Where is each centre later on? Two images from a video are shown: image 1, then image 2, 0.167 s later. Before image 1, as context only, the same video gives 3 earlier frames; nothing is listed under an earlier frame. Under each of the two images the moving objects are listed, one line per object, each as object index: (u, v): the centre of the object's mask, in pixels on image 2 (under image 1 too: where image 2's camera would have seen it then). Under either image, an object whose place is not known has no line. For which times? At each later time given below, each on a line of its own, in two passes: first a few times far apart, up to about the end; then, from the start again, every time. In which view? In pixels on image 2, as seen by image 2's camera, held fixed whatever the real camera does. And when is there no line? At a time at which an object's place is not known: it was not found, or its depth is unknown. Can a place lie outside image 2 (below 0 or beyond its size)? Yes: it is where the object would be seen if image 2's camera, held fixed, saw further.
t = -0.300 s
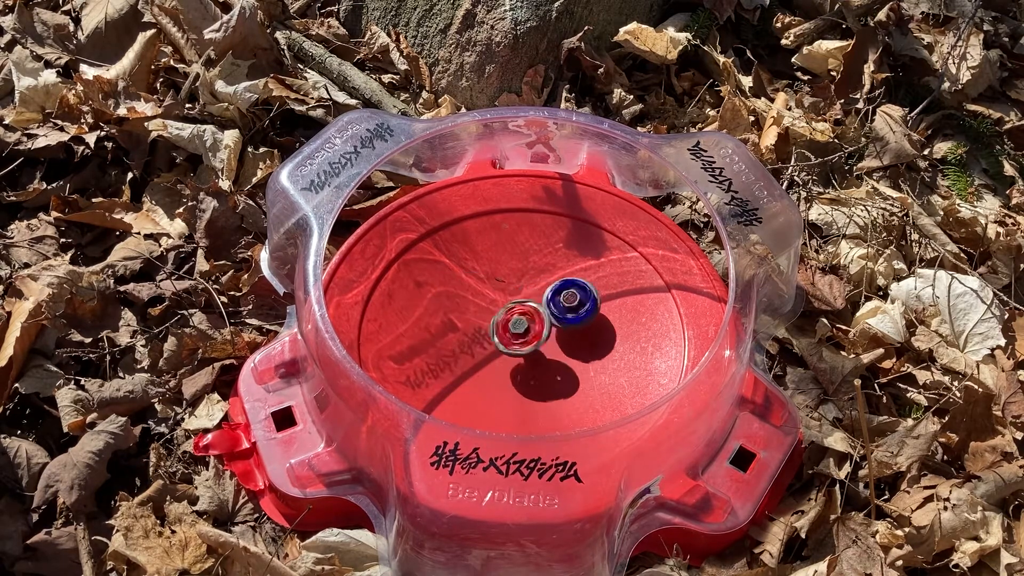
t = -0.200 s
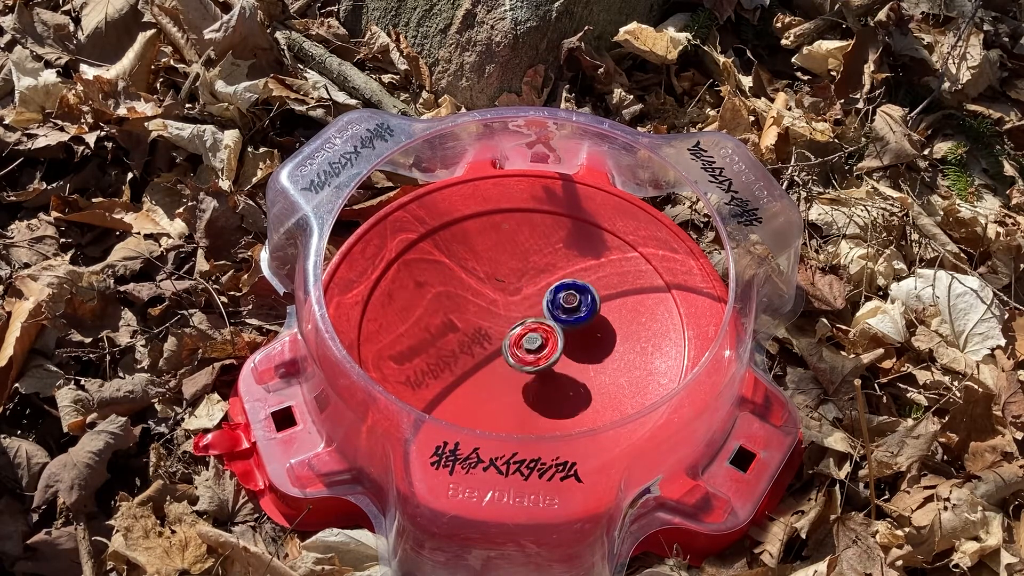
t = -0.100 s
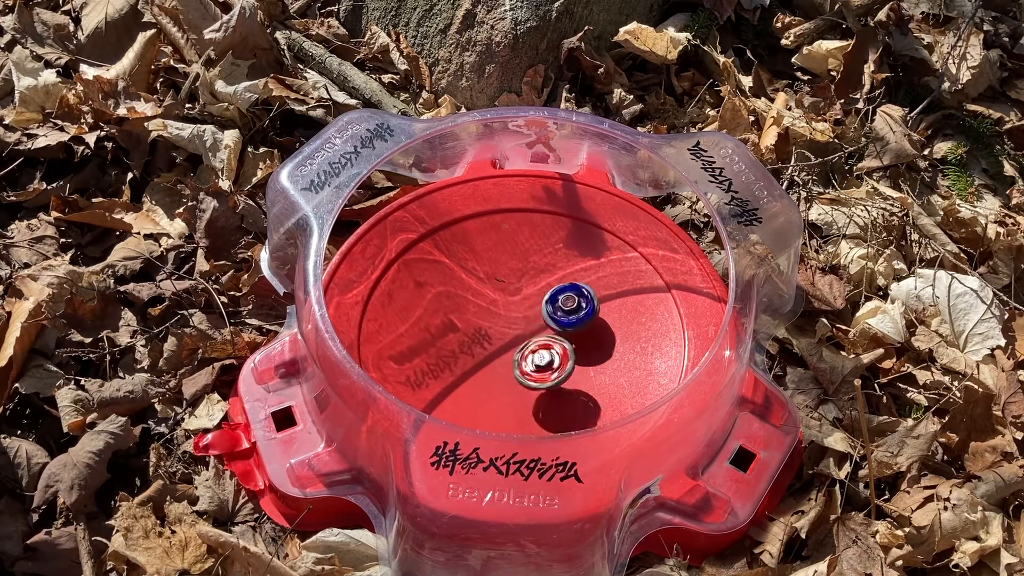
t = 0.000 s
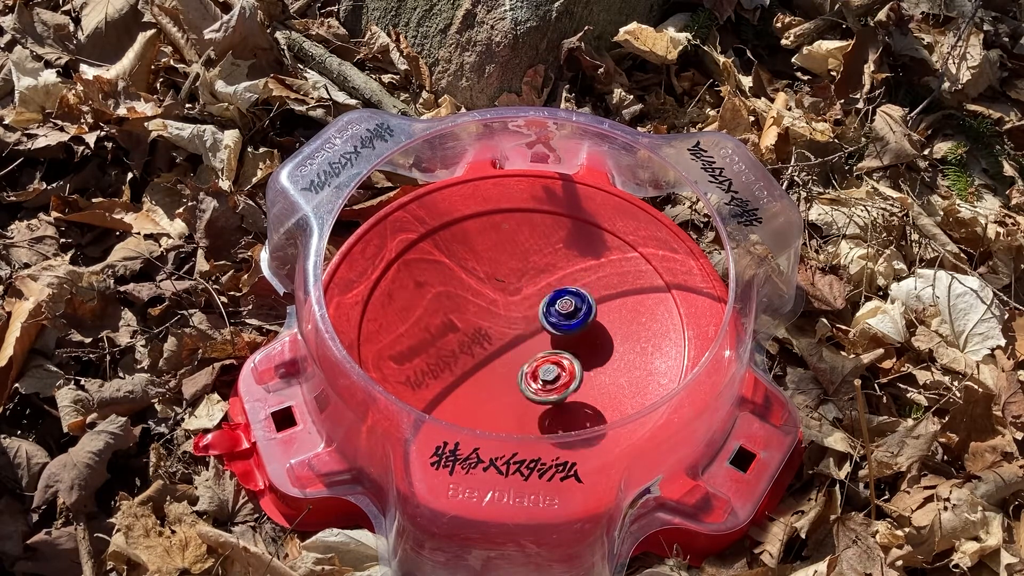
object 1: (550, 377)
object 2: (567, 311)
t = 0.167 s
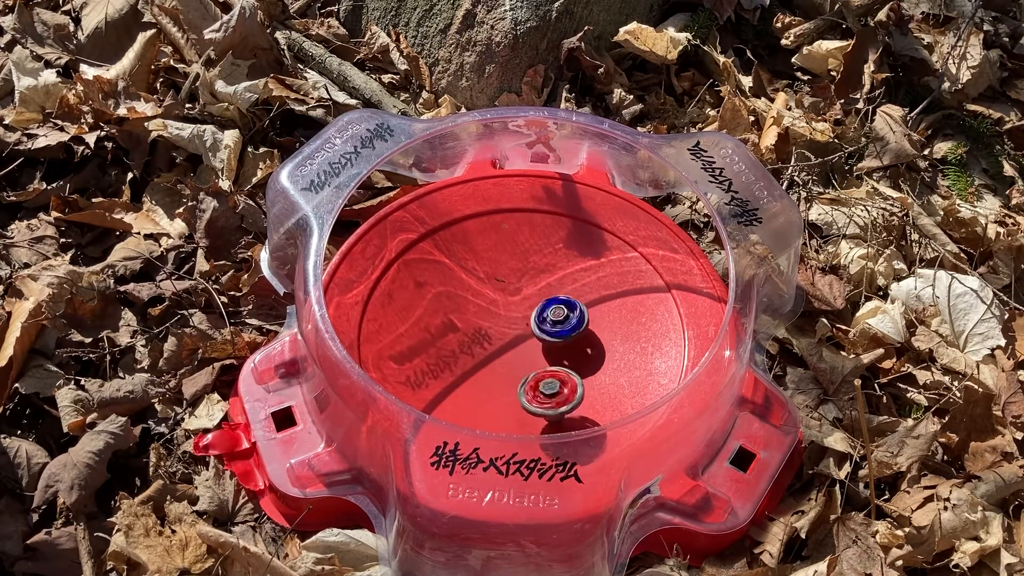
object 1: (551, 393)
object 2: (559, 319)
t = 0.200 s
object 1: (550, 394)
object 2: (557, 321)
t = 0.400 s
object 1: (536, 385)
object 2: (540, 332)
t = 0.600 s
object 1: (511, 374)
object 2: (520, 335)
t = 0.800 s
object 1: (484, 385)
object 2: (508, 320)
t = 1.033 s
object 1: (478, 361)
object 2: (495, 319)
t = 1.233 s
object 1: (491, 343)
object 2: (494, 305)
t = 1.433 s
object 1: (520, 330)
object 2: (487, 301)
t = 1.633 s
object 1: (552, 322)
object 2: (496, 301)
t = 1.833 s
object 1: (571, 323)
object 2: (504, 305)
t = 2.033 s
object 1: (567, 329)
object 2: (511, 311)
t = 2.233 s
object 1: (554, 346)
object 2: (511, 319)
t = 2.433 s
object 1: (541, 368)
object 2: (504, 315)
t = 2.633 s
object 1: (520, 373)
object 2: (497, 321)
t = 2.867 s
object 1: (505, 372)
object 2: (491, 306)
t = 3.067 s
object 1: (511, 363)
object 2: (487, 301)
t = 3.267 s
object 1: (523, 341)
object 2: (485, 301)
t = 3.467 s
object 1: (539, 322)
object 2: (488, 303)
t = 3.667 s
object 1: (555, 309)
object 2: (496, 311)
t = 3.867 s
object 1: (558, 307)
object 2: (503, 323)
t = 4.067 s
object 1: (574, 314)
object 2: (484, 343)
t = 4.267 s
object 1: (562, 330)
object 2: (480, 352)
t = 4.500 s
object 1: (540, 340)
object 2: (476, 353)
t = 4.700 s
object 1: (527, 333)
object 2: (472, 353)
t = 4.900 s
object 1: (512, 319)
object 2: (471, 351)
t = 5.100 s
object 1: (514, 306)
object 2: (473, 348)
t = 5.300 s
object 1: (540, 294)
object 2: (491, 345)
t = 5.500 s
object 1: (559, 299)
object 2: (513, 344)
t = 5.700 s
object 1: (579, 306)
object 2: (514, 350)
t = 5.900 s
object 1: (587, 317)
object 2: (492, 352)
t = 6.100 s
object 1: (590, 326)
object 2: (471, 340)
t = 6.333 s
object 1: (557, 331)
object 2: (472, 340)
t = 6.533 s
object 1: (524, 320)
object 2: (473, 340)
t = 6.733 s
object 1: (516, 296)
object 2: (473, 344)
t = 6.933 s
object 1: (532, 276)
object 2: (473, 346)
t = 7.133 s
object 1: (551, 284)
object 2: (475, 344)
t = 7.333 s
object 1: (544, 315)
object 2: (478, 344)
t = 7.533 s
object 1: (544, 350)
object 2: (469, 350)
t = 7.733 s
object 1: (530, 358)
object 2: (470, 347)
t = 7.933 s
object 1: (531, 354)
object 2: (472, 345)
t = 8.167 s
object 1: (534, 338)
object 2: (482, 345)
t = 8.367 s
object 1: (577, 343)
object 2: (492, 341)
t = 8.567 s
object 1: (606, 342)
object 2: (498, 347)
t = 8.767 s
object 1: (595, 353)
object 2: (500, 351)
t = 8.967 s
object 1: (552, 339)
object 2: (500, 350)
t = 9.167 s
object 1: (530, 307)
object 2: (489, 351)
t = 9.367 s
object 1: (532, 286)
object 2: (486, 349)
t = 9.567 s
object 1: (544, 288)
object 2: (488, 345)
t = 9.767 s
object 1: (549, 302)
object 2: (490, 346)
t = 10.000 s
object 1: (545, 316)
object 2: (491, 349)
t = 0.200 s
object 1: (550, 394)
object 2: (557, 321)
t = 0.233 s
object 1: (548, 394)
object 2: (555, 323)
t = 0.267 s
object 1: (546, 394)
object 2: (552, 325)
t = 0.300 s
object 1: (544, 393)
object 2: (549, 327)
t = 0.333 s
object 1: (542, 391)
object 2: (546, 329)
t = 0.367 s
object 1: (539, 389)
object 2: (543, 331)
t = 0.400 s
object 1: (536, 385)
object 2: (540, 332)
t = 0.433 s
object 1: (534, 381)
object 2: (537, 335)
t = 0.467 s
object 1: (531, 377)
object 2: (533, 335)
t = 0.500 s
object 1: (526, 374)
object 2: (530, 332)
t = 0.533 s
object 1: (520, 377)
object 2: (527, 333)
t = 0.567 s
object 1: (515, 377)
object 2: (524, 335)
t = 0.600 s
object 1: (511, 374)
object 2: (520, 335)
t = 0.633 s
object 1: (504, 377)
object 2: (518, 330)
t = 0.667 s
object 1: (498, 384)
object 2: (517, 324)
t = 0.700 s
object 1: (495, 386)
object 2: (515, 322)
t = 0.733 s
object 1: (491, 386)
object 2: (513, 320)
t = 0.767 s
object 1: (487, 386)
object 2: (510, 320)
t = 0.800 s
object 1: (484, 385)
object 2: (508, 320)
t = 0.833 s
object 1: (481, 383)
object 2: (505, 320)
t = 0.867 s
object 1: (479, 381)
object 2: (502, 320)
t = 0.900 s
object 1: (477, 378)
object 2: (500, 320)
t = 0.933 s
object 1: (476, 374)
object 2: (499, 320)
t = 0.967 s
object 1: (476, 370)
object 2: (498, 320)
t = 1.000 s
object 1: (477, 366)
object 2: (496, 320)
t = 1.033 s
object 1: (478, 361)
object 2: (495, 319)
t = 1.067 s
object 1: (479, 356)
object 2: (495, 317)
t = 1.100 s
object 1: (480, 355)
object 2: (495, 314)
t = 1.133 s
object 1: (481, 352)
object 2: (496, 311)
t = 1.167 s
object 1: (483, 349)
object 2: (496, 310)
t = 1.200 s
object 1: (487, 346)
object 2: (495, 307)
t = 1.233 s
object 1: (491, 343)
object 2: (494, 305)
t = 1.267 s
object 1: (495, 341)
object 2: (492, 303)
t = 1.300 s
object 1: (499, 338)
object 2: (491, 302)
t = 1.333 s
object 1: (504, 337)
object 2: (489, 300)
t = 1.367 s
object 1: (509, 336)
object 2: (488, 301)
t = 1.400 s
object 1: (514, 332)
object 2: (487, 301)
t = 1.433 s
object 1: (520, 330)
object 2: (487, 301)
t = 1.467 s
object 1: (526, 328)
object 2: (488, 301)
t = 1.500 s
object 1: (532, 326)
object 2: (489, 301)
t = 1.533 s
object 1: (537, 325)
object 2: (491, 301)
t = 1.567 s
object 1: (542, 324)
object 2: (493, 301)
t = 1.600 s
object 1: (547, 323)
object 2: (495, 301)
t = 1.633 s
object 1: (552, 322)
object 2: (496, 301)
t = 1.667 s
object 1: (556, 322)
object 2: (497, 302)
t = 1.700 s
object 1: (560, 322)
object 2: (499, 302)
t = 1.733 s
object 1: (564, 322)
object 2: (500, 302)
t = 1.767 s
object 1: (567, 322)
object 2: (501, 303)
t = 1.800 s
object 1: (569, 323)
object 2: (502, 304)
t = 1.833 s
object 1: (571, 323)
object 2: (504, 305)
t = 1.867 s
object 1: (572, 324)
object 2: (505, 306)
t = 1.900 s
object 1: (572, 325)
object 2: (506, 306)
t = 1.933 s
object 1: (572, 325)
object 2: (507, 307)
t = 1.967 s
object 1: (571, 326)
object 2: (509, 309)
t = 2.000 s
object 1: (570, 328)
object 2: (510, 310)
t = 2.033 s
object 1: (567, 329)
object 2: (511, 311)
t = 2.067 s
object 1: (565, 332)
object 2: (512, 313)
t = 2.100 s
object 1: (562, 333)
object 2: (513, 314)
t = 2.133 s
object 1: (561, 337)
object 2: (512, 315)
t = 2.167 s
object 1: (559, 341)
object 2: (512, 315)
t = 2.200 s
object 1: (556, 344)
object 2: (511, 317)
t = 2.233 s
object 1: (554, 346)
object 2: (511, 319)
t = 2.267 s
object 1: (551, 348)
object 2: (511, 320)
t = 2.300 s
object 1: (547, 350)
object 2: (511, 321)
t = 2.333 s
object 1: (548, 357)
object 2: (508, 317)
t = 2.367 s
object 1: (545, 362)
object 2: (506, 314)
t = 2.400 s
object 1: (543, 365)
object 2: (505, 314)
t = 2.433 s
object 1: (541, 368)
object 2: (504, 315)
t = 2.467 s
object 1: (538, 370)
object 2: (502, 316)
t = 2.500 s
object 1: (535, 372)
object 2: (501, 317)
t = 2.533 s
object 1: (531, 373)
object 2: (500, 318)
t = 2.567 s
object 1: (528, 374)
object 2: (499, 319)
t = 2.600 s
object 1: (524, 374)
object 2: (498, 320)
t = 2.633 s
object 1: (520, 373)
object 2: (497, 321)
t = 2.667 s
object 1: (516, 372)
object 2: (496, 321)
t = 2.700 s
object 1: (513, 369)
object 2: (495, 322)
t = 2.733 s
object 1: (511, 367)
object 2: (494, 323)
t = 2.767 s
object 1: (508, 364)
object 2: (493, 323)
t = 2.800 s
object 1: (507, 362)
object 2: (492, 322)
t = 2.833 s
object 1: (506, 369)
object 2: (491, 313)
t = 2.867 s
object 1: (505, 372)
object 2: (491, 306)
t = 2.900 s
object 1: (504, 371)
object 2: (491, 303)
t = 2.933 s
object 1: (506, 370)
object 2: (490, 303)
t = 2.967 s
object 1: (507, 369)
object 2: (489, 302)
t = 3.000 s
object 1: (508, 368)
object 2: (488, 302)
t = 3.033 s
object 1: (509, 365)
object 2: (487, 301)
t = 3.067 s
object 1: (511, 363)
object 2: (487, 301)
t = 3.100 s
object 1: (512, 359)
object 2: (486, 301)
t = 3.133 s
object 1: (514, 356)
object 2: (485, 301)
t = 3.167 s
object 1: (516, 352)
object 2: (485, 301)
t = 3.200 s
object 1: (518, 349)
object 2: (485, 301)
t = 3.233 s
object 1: (520, 345)
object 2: (485, 301)
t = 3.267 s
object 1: (523, 341)
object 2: (485, 301)
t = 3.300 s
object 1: (525, 338)
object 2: (485, 301)
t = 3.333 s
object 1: (528, 334)
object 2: (485, 301)
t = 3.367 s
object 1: (530, 331)
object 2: (486, 301)
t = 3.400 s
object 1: (533, 328)
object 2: (486, 302)
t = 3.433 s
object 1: (536, 325)
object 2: (487, 302)
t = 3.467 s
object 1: (539, 322)
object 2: (488, 303)
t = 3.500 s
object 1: (542, 320)
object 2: (489, 305)
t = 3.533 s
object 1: (545, 318)
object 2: (491, 305)
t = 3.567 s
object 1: (547, 315)
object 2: (492, 307)
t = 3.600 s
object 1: (550, 313)
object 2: (493, 308)
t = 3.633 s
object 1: (553, 311)
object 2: (495, 310)
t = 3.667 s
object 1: (555, 309)
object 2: (496, 311)
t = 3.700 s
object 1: (557, 308)
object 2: (498, 313)
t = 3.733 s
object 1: (558, 307)
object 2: (499, 315)
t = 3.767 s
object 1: (559, 306)
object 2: (500, 317)
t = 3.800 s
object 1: (560, 306)
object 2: (501, 319)
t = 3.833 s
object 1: (559, 307)
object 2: (502, 321)
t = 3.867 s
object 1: (558, 307)
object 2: (503, 323)
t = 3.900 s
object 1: (562, 308)
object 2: (499, 325)
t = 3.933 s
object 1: (569, 309)
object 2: (491, 328)
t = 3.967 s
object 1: (571, 310)
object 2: (487, 333)
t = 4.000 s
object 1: (573, 311)
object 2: (486, 337)
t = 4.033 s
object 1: (574, 312)
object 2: (485, 340)
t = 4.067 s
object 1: (574, 314)
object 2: (484, 343)
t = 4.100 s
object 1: (574, 317)
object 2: (483, 346)
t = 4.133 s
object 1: (573, 319)
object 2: (482, 348)
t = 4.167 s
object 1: (571, 322)
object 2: (481, 350)
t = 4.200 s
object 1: (569, 325)
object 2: (481, 351)
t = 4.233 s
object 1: (565, 327)
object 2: (481, 352)
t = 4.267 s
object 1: (562, 330)
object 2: (480, 352)
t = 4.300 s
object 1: (558, 332)
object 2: (480, 352)
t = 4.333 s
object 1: (554, 334)
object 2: (480, 353)
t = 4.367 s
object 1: (550, 336)
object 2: (481, 353)
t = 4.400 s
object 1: (545, 338)
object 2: (481, 353)
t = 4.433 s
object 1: (540, 339)
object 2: (480, 354)
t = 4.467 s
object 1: (537, 339)
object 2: (479, 353)
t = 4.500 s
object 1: (540, 340)
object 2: (476, 353)
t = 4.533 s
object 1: (541, 341)
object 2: (476, 353)
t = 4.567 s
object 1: (540, 341)
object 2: (475, 353)
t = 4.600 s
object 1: (536, 339)
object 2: (474, 354)
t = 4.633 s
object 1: (533, 337)
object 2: (473, 354)
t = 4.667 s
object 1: (530, 335)
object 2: (473, 353)
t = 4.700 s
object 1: (527, 333)
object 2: (472, 353)
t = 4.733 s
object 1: (524, 331)
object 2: (472, 353)
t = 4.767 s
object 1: (521, 329)
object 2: (471, 353)
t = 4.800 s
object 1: (519, 327)
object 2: (471, 352)
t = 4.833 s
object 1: (516, 324)
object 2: (471, 352)
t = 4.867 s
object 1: (514, 322)
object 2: (471, 351)
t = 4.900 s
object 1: (512, 319)
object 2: (471, 351)
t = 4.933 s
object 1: (510, 317)
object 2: (472, 350)
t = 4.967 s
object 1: (508, 315)
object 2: (473, 350)
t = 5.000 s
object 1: (507, 313)
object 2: (473, 349)
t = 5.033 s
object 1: (506, 311)
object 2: (474, 349)
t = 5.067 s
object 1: (509, 307)
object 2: (474, 348)
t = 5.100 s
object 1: (514, 306)
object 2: (473, 348)
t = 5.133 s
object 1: (520, 301)
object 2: (474, 348)
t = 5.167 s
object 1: (526, 299)
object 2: (477, 349)
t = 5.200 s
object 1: (531, 298)
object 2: (481, 348)
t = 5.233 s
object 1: (533, 296)
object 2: (484, 347)
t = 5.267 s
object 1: (536, 295)
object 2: (488, 346)
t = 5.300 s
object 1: (540, 294)
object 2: (491, 345)
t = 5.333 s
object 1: (543, 294)
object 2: (495, 345)
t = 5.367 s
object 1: (545, 294)
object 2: (499, 344)
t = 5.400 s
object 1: (549, 296)
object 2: (503, 344)
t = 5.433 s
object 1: (551, 298)
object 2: (507, 344)
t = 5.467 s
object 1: (554, 299)
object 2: (512, 343)
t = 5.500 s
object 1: (559, 299)
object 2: (513, 344)
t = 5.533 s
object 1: (567, 298)
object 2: (513, 348)
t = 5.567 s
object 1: (573, 297)
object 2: (513, 349)
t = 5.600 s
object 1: (576, 299)
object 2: (513, 350)
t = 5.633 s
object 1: (578, 301)
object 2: (513, 350)
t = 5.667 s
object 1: (579, 303)
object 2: (514, 350)
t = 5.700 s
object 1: (579, 306)
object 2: (514, 350)
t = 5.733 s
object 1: (577, 308)
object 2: (514, 350)
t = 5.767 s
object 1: (576, 311)
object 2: (514, 350)
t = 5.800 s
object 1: (573, 315)
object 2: (514, 350)
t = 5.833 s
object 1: (570, 318)
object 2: (514, 350)
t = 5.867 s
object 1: (572, 319)
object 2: (509, 350)
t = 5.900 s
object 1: (587, 317)
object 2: (492, 352)
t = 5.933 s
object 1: (595, 318)
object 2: (480, 352)
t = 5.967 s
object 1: (597, 320)
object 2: (474, 348)
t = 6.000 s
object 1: (597, 321)
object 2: (472, 343)
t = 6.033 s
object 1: (596, 323)
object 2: (471, 341)
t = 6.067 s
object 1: (594, 324)
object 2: (471, 340)
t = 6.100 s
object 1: (590, 326)
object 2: (471, 340)
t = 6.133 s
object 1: (587, 327)
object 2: (472, 340)
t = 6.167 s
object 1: (583, 328)
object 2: (472, 340)
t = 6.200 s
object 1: (579, 330)
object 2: (472, 340)
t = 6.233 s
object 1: (574, 330)
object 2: (472, 340)
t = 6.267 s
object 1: (569, 331)
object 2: (472, 340)
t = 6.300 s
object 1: (563, 331)
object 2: (472, 340)
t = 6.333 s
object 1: (557, 331)
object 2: (472, 340)
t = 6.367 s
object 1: (551, 330)
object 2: (472, 340)
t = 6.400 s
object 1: (545, 329)
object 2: (473, 340)
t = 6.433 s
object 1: (539, 328)
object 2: (473, 340)
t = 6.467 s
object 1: (534, 326)
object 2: (473, 340)
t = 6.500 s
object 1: (529, 323)
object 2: (473, 340)
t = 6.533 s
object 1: (524, 320)
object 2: (473, 340)
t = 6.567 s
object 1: (519, 317)
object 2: (473, 340)
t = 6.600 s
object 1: (515, 313)
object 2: (472, 340)
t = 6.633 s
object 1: (512, 309)
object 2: (472, 341)
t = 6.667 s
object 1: (510, 305)
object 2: (473, 340)
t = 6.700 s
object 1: (513, 301)
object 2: (473, 341)
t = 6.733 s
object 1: (516, 296)
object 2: (473, 344)
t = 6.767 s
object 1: (518, 291)
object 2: (472, 346)
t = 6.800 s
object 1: (520, 287)
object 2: (472, 347)
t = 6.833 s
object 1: (522, 283)
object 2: (473, 347)
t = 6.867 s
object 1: (525, 280)
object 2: (473, 346)
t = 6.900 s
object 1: (528, 278)
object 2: (473, 346)
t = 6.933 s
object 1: (532, 276)
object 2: (473, 346)
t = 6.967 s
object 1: (536, 276)
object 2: (473, 345)
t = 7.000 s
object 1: (540, 276)
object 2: (473, 345)
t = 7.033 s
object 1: (543, 277)
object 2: (474, 345)
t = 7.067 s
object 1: (546, 278)
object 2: (474, 345)
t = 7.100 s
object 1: (549, 281)
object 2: (475, 344)
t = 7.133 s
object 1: (551, 284)
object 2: (475, 344)
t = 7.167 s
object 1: (552, 289)
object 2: (475, 344)
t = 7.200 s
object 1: (552, 293)
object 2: (476, 344)
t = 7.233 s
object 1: (551, 297)
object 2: (476, 344)
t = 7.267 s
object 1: (550, 302)
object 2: (477, 344)
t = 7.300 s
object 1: (548, 308)
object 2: (477, 344)
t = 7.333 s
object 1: (544, 315)
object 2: (478, 344)
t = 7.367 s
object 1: (540, 321)
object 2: (478, 344)
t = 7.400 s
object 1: (535, 328)
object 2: (479, 344)
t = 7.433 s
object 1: (540, 333)
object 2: (473, 344)
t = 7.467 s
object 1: (544, 339)
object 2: (469, 345)
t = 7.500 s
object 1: (545, 346)
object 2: (468, 348)
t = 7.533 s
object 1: (544, 350)
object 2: (469, 350)
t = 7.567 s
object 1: (541, 353)
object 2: (470, 350)
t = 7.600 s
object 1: (538, 354)
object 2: (470, 350)
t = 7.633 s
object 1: (536, 356)
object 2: (470, 349)
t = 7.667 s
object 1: (533, 357)
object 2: (471, 349)
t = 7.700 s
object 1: (529, 358)
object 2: (471, 349)
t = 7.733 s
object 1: (530, 358)
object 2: (470, 347)
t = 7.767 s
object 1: (534, 360)
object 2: (468, 345)
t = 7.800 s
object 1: (536, 360)
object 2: (469, 345)
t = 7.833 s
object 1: (533, 360)
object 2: (470, 345)
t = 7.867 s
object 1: (532, 357)
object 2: (470, 345)
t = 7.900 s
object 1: (532, 356)
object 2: (472, 345)
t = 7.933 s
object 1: (531, 354)
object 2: (472, 345)
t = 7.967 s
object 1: (530, 351)
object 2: (474, 344)
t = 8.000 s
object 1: (529, 349)
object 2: (475, 344)
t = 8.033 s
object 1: (529, 346)
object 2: (476, 345)
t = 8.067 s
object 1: (529, 343)
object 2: (478, 345)
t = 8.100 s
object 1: (530, 341)
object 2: (479, 346)
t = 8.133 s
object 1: (533, 339)
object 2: (480, 345)
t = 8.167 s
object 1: (534, 338)
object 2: (482, 345)
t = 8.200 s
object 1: (536, 335)
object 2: (484, 346)
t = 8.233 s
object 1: (539, 333)
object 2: (487, 347)
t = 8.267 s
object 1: (545, 333)
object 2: (492, 344)
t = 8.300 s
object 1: (560, 341)
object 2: (492, 341)
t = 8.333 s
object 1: (571, 344)
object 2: (491, 340)
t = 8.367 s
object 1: (577, 343)
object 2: (492, 341)
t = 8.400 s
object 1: (586, 340)
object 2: (493, 342)
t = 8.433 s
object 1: (593, 339)
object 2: (494, 342)
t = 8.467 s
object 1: (598, 340)
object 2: (495, 344)
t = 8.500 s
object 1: (601, 340)
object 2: (496, 345)
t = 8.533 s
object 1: (604, 341)
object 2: (497, 346)
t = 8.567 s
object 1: (606, 342)
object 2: (498, 347)
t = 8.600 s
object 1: (608, 344)
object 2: (499, 348)
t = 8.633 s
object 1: (607, 346)
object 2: (499, 350)
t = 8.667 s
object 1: (605, 348)
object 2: (500, 350)
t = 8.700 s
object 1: (603, 350)
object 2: (500, 351)
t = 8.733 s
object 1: (599, 351)
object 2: (500, 351)
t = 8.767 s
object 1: (595, 353)
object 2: (500, 351)
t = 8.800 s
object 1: (590, 353)
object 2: (500, 351)
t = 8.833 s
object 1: (584, 353)
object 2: (500, 351)
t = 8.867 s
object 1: (576, 352)
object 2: (501, 351)
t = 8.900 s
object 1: (568, 350)
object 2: (501, 350)
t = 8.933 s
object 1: (560, 346)
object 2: (501, 350)
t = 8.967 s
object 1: (552, 339)
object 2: (500, 350)
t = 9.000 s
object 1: (546, 337)
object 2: (497, 349)
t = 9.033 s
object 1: (543, 331)
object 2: (495, 349)
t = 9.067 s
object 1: (538, 325)
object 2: (492, 350)
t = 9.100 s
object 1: (534, 319)
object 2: (491, 350)
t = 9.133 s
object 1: (531, 313)
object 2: (490, 351)
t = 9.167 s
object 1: (530, 307)
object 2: (489, 351)
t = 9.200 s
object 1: (529, 302)
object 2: (488, 351)
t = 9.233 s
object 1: (528, 297)
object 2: (487, 349)
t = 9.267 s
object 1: (530, 293)
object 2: (487, 350)
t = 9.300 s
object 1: (531, 290)
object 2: (486, 350)
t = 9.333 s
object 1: (531, 288)
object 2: (486, 349)
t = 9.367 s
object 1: (532, 286)
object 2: (486, 349)
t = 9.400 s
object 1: (535, 284)
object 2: (486, 348)
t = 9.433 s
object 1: (538, 283)
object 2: (485, 347)
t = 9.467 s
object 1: (540, 284)
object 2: (486, 346)
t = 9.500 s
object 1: (542, 284)
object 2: (486, 345)
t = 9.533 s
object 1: (544, 286)
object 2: (487, 345)
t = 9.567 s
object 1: (544, 288)
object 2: (488, 345)
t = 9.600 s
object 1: (544, 291)
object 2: (490, 344)
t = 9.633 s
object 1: (544, 294)
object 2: (491, 343)
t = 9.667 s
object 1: (542, 297)
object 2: (493, 342)
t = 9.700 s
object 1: (540, 300)
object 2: (495, 342)
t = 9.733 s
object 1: (542, 301)
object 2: (494, 343)
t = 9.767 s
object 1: (549, 302)
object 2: (490, 346)
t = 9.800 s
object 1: (555, 305)
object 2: (487, 346)
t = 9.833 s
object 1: (558, 307)
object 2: (487, 346)
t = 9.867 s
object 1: (558, 310)
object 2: (487, 346)
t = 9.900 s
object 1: (555, 313)
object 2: (487, 347)
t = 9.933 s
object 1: (551, 314)
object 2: (489, 347)
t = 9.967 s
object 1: (548, 315)
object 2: (490, 348)
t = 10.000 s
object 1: (545, 316)
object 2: (491, 349)
